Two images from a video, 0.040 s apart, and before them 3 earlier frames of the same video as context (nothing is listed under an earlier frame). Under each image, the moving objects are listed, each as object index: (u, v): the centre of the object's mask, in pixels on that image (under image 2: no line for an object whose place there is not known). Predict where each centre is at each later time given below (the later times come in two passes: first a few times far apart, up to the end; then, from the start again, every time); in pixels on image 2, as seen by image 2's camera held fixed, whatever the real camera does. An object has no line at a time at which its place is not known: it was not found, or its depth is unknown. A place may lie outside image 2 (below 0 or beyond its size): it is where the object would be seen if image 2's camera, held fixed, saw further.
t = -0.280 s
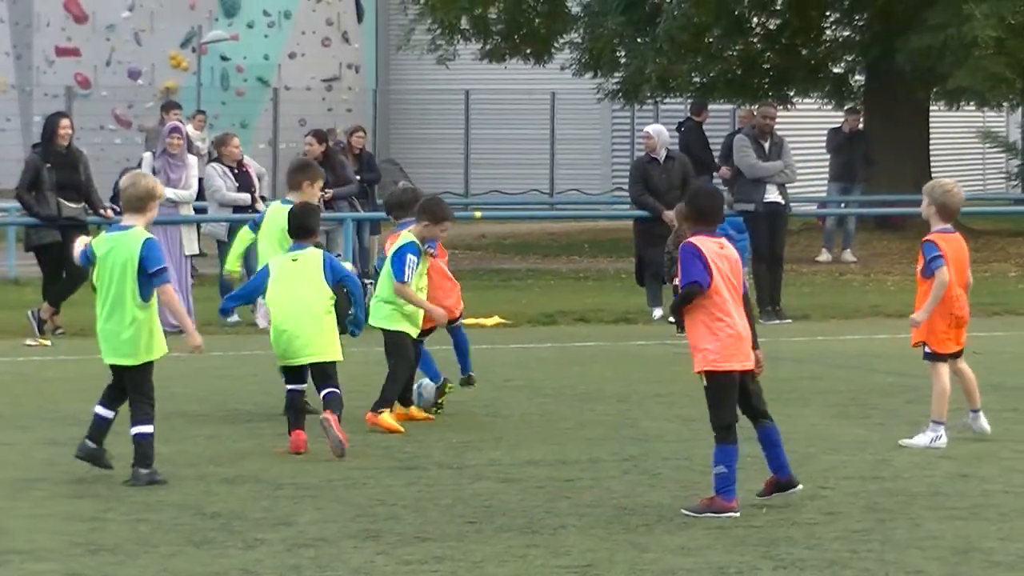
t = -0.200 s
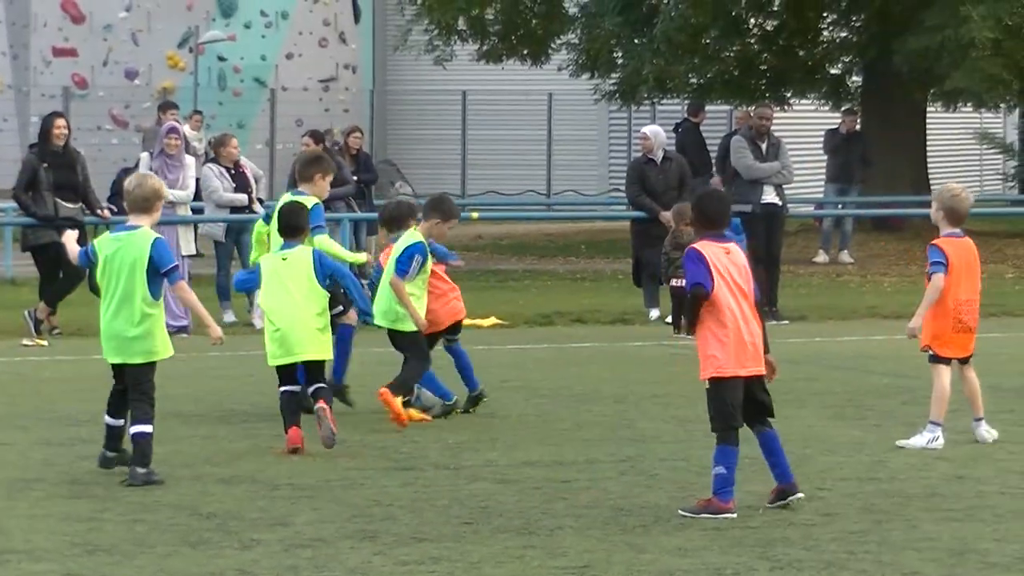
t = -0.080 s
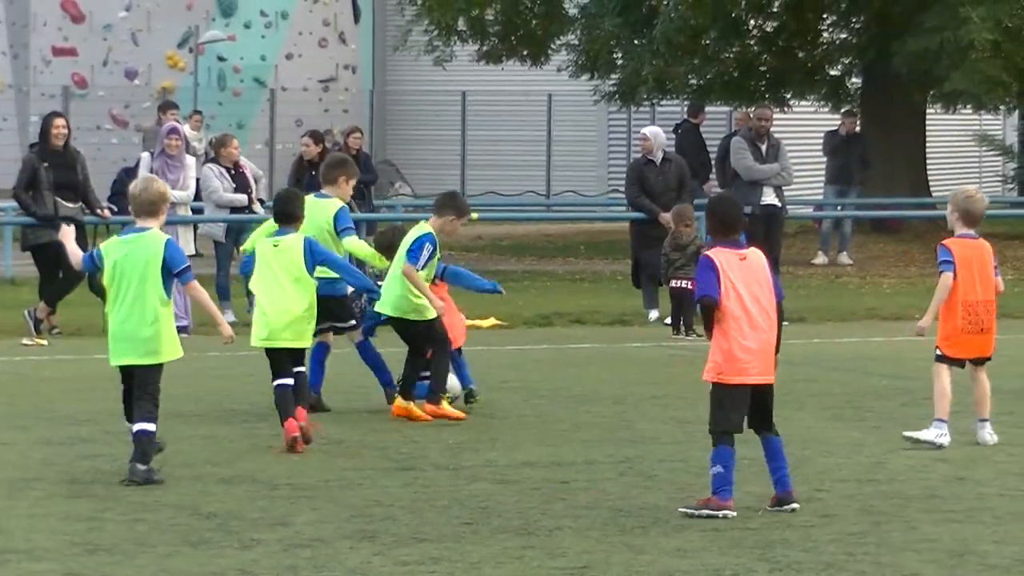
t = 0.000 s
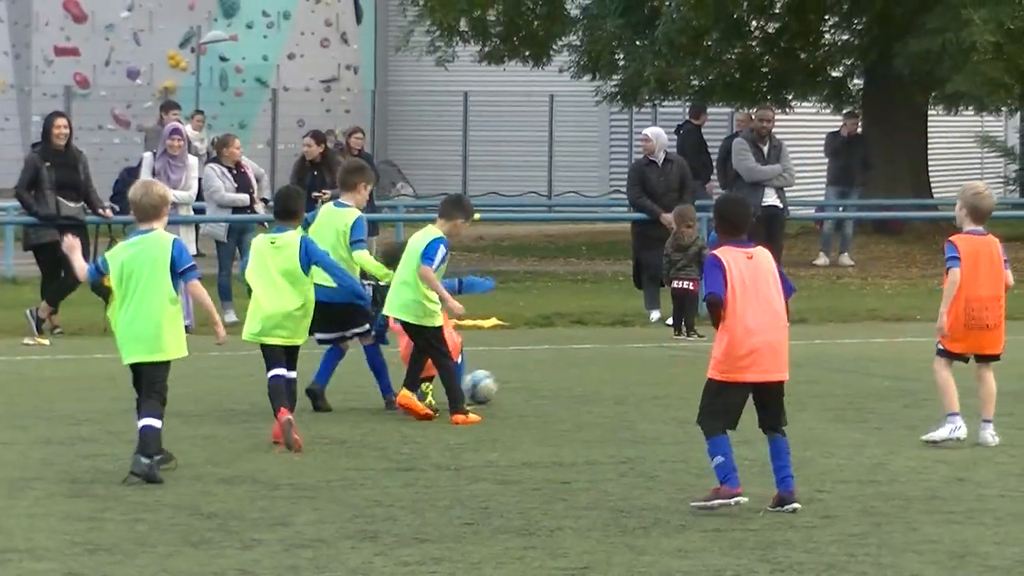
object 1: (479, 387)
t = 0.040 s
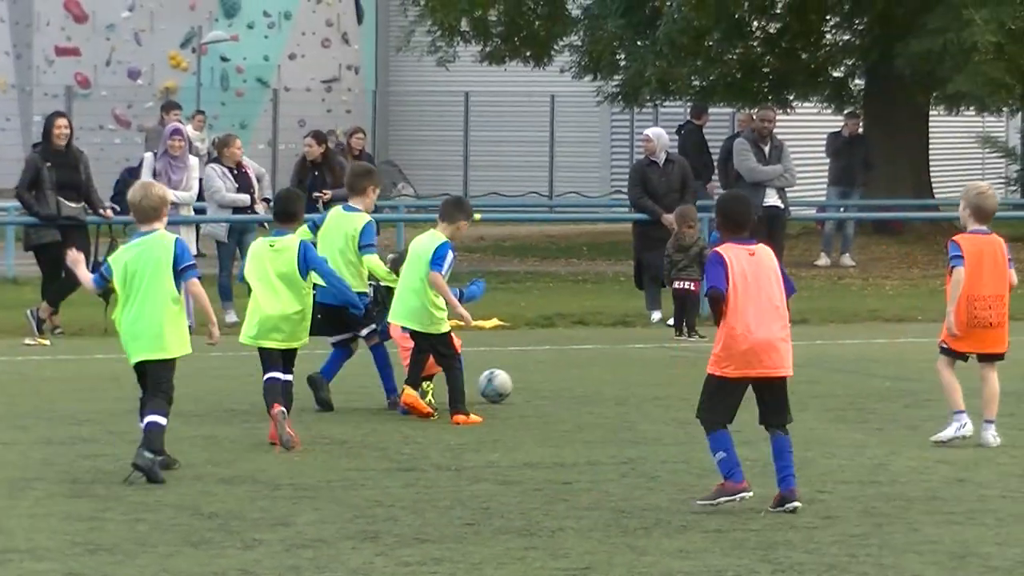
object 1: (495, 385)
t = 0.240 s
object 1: (547, 380)
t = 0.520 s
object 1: (602, 372)
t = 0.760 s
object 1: (642, 365)
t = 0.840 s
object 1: (655, 363)
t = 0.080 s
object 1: (509, 385)
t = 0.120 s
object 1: (519, 384)
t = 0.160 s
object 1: (530, 382)
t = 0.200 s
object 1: (539, 381)
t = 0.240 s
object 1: (547, 380)
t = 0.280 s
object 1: (556, 378)
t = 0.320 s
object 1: (564, 377)
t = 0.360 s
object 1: (572, 376)
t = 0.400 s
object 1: (579, 375)
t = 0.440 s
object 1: (587, 374)
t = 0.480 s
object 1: (595, 372)
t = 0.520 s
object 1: (602, 372)
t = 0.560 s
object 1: (609, 370)
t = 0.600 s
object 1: (616, 369)
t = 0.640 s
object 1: (623, 368)
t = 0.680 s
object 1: (629, 367)
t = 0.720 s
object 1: (636, 366)
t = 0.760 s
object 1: (642, 365)
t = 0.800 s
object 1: (649, 364)
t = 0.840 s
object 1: (655, 363)
